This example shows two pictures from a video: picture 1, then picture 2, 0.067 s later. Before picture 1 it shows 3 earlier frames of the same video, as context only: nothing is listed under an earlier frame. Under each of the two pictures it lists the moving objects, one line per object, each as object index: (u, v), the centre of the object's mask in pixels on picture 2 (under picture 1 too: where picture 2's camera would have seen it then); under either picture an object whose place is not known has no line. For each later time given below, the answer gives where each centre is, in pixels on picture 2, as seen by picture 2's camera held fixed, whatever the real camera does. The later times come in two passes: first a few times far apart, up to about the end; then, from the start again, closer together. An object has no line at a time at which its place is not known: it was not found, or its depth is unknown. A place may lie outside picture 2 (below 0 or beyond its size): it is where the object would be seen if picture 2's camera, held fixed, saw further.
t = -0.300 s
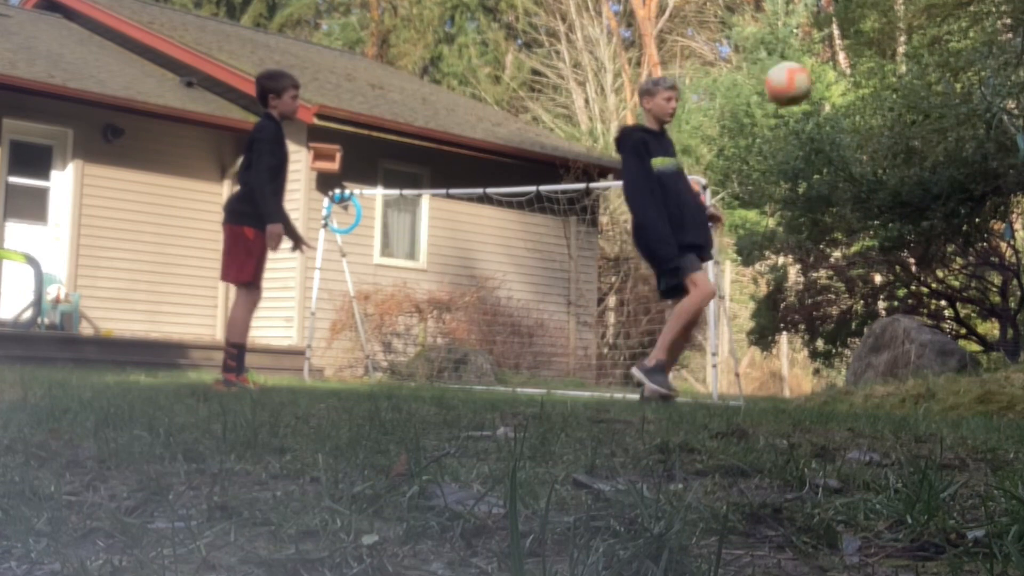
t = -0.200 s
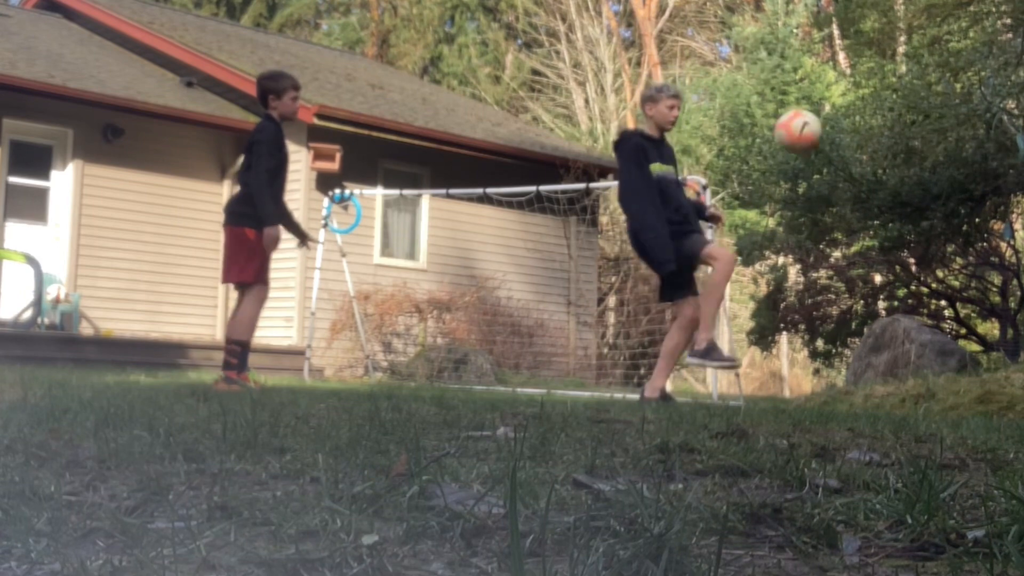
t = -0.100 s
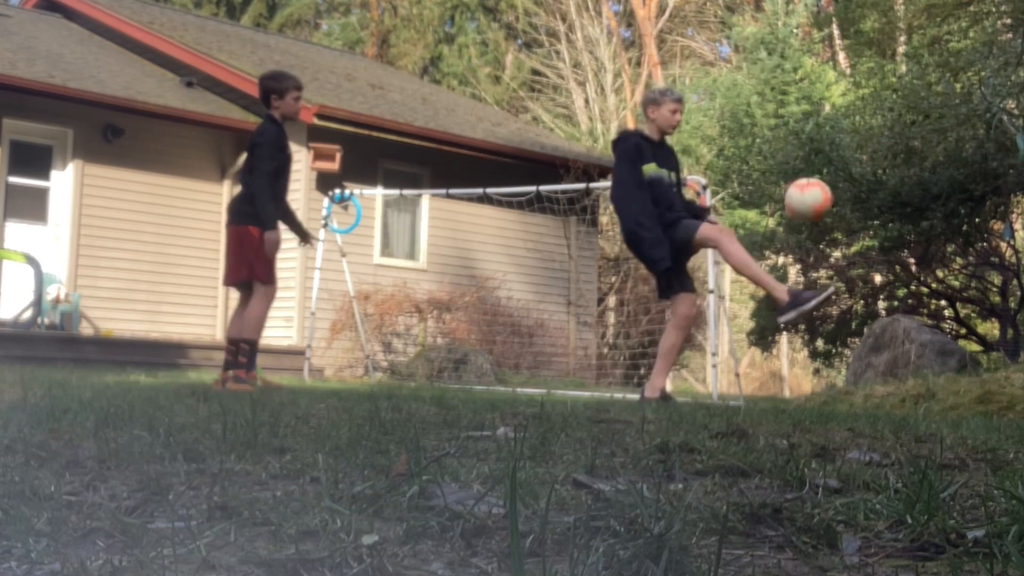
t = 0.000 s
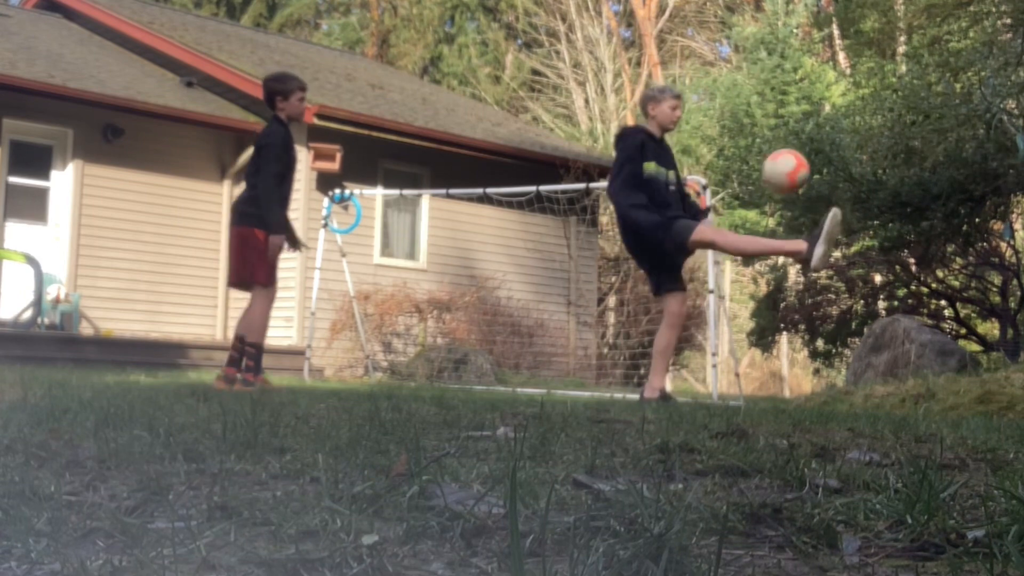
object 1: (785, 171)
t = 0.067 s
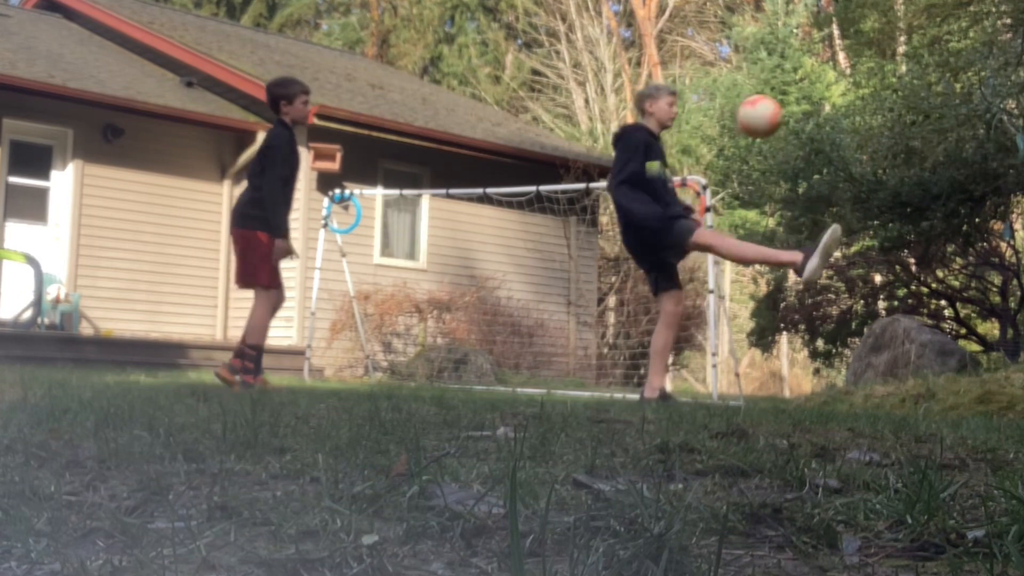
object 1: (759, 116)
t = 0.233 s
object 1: (697, 28)
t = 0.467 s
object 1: (620, 10)
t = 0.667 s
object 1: (559, 59)
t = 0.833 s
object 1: (513, 154)
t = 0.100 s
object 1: (747, 93)
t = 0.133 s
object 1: (734, 72)
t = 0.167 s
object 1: (722, 55)
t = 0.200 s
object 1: (709, 39)
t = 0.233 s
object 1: (697, 28)
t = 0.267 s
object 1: (685, 18)
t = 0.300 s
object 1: (676, 13)
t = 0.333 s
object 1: (663, 10)
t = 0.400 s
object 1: (641, 8)
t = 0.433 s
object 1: (629, 9)
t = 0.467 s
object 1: (620, 10)
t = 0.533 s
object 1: (600, 15)
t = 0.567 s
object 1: (588, 23)
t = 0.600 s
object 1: (578, 33)
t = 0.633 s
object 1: (569, 45)
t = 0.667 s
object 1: (559, 59)
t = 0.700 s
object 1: (549, 75)
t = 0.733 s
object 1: (540, 91)
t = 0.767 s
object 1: (531, 110)
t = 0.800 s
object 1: (523, 130)
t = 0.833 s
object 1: (513, 154)
